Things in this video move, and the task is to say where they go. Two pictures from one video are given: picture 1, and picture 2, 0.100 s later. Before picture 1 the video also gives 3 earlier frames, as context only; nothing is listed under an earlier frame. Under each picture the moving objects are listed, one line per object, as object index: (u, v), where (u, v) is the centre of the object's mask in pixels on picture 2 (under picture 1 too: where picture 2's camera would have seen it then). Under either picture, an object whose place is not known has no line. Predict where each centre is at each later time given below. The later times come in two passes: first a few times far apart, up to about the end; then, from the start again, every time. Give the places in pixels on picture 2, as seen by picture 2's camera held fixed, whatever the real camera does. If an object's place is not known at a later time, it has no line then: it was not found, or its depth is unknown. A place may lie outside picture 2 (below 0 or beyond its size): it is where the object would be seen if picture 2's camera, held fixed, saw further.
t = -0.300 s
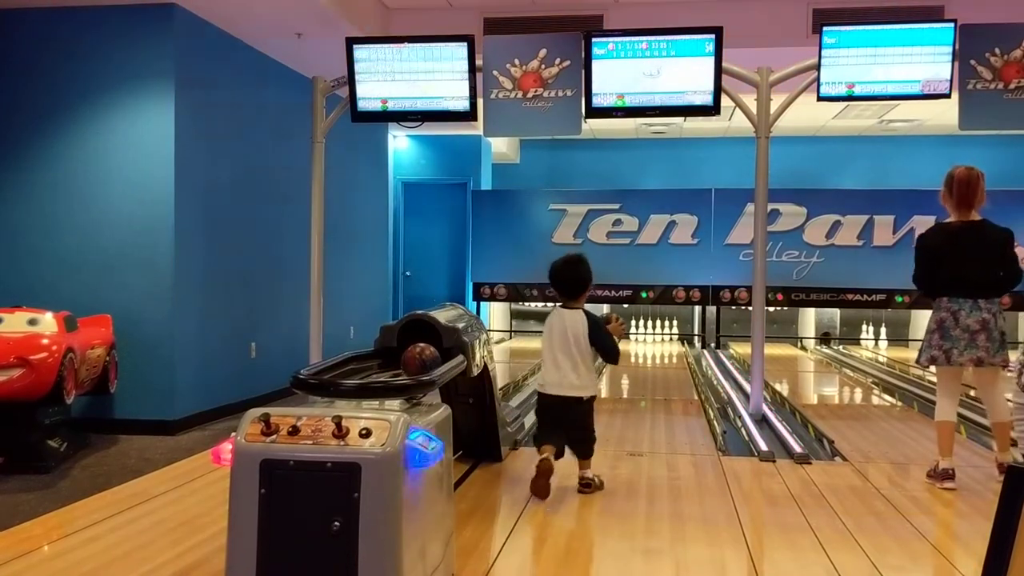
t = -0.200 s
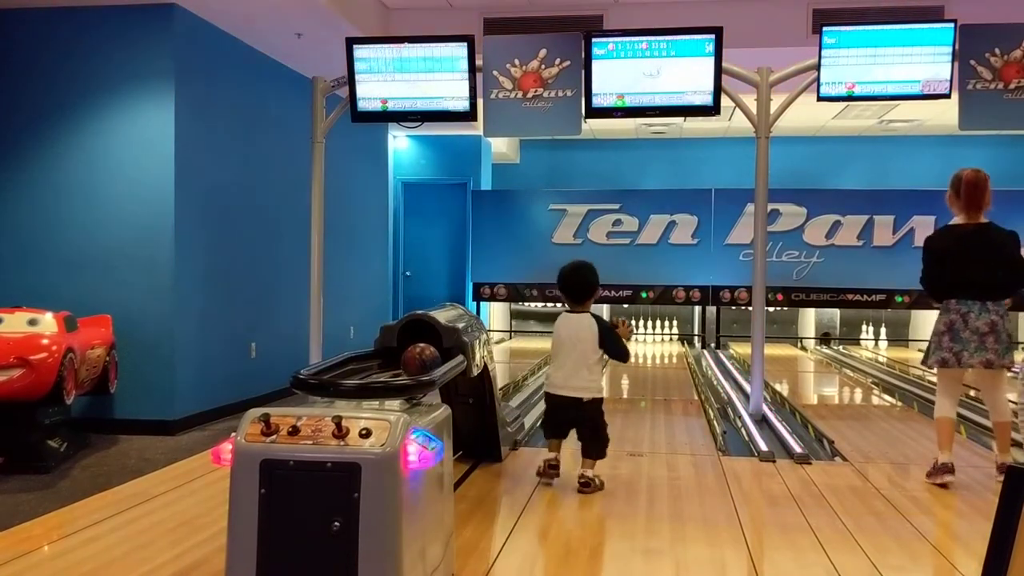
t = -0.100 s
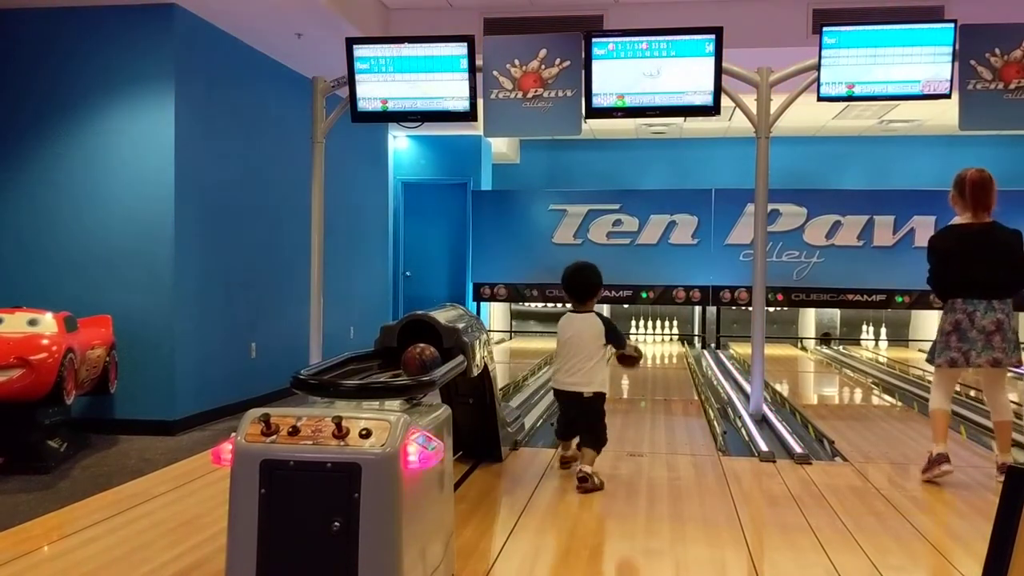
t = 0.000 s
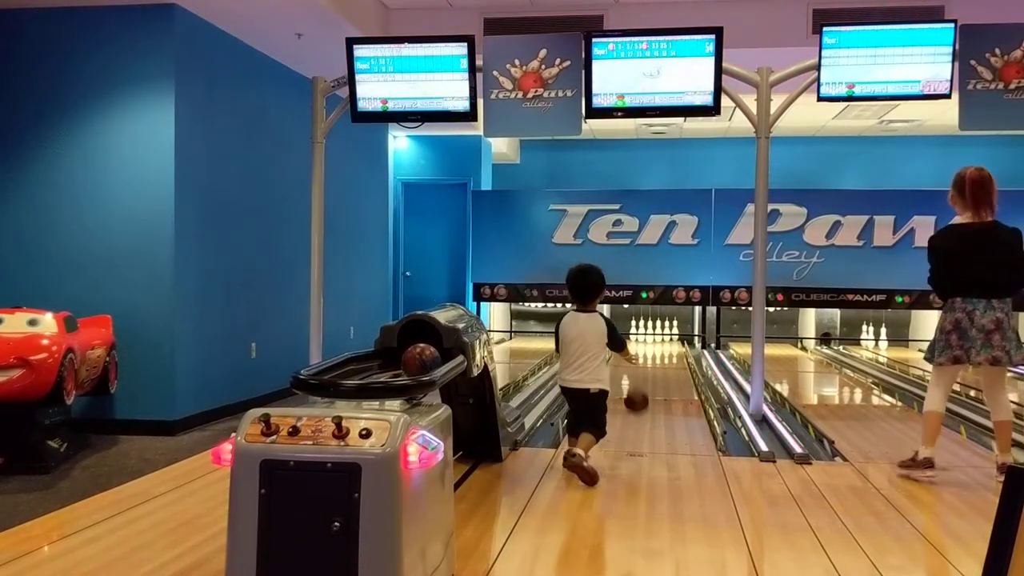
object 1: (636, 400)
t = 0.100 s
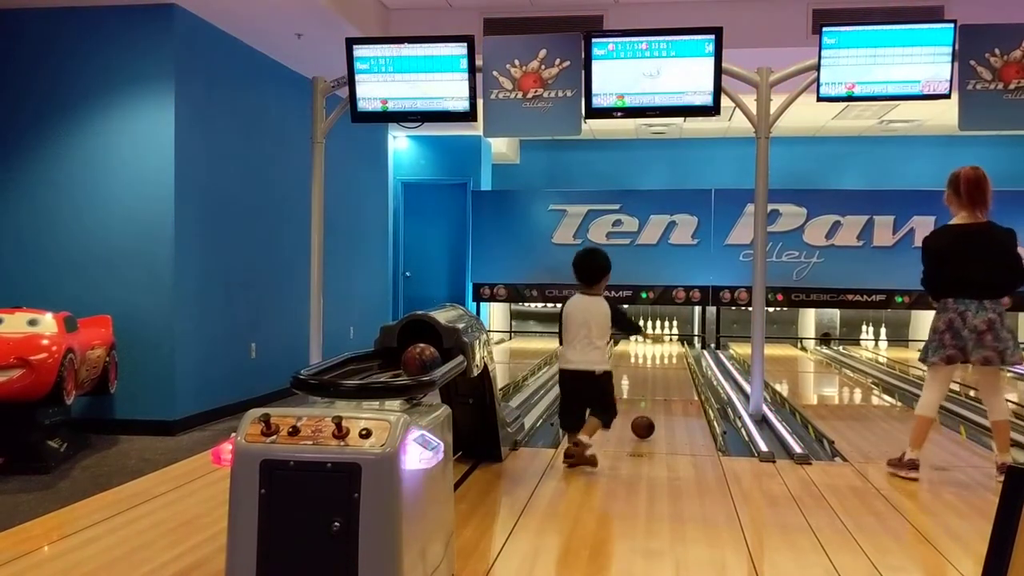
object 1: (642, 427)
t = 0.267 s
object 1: (652, 416)
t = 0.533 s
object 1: (661, 401)
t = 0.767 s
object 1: (666, 392)
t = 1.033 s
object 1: (671, 384)
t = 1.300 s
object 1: (675, 376)
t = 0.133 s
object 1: (644, 425)
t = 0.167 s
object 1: (646, 424)
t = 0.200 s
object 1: (648, 421)
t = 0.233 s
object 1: (650, 419)
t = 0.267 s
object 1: (652, 416)
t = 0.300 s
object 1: (653, 414)
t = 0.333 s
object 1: (654, 412)
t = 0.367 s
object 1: (656, 410)
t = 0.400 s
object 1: (657, 408)
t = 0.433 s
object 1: (658, 407)
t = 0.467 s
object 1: (659, 405)
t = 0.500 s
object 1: (660, 403)
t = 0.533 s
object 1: (661, 401)
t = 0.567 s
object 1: (662, 400)
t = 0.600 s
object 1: (663, 399)
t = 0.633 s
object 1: (663, 397)
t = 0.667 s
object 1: (664, 396)
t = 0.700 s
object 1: (665, 395)
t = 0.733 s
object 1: (665, 393)
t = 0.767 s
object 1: (666, 392)
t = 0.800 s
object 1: (667, 391)
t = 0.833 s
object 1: (667, 390)
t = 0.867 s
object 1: (668, 389)
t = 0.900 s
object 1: (669, 388)
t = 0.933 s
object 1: (669, 386)
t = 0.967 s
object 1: (670, 386)
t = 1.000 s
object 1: (671, 385)
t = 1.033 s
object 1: (671, 384)
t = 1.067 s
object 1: (672, 383)
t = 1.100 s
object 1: (672, 382)
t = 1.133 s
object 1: (673, 381)
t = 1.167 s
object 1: (673, 380)
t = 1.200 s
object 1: (674, 379)
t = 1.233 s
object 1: (674, 378)
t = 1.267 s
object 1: (675, 377)
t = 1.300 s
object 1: (675, 376)
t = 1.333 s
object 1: (675, 376)
